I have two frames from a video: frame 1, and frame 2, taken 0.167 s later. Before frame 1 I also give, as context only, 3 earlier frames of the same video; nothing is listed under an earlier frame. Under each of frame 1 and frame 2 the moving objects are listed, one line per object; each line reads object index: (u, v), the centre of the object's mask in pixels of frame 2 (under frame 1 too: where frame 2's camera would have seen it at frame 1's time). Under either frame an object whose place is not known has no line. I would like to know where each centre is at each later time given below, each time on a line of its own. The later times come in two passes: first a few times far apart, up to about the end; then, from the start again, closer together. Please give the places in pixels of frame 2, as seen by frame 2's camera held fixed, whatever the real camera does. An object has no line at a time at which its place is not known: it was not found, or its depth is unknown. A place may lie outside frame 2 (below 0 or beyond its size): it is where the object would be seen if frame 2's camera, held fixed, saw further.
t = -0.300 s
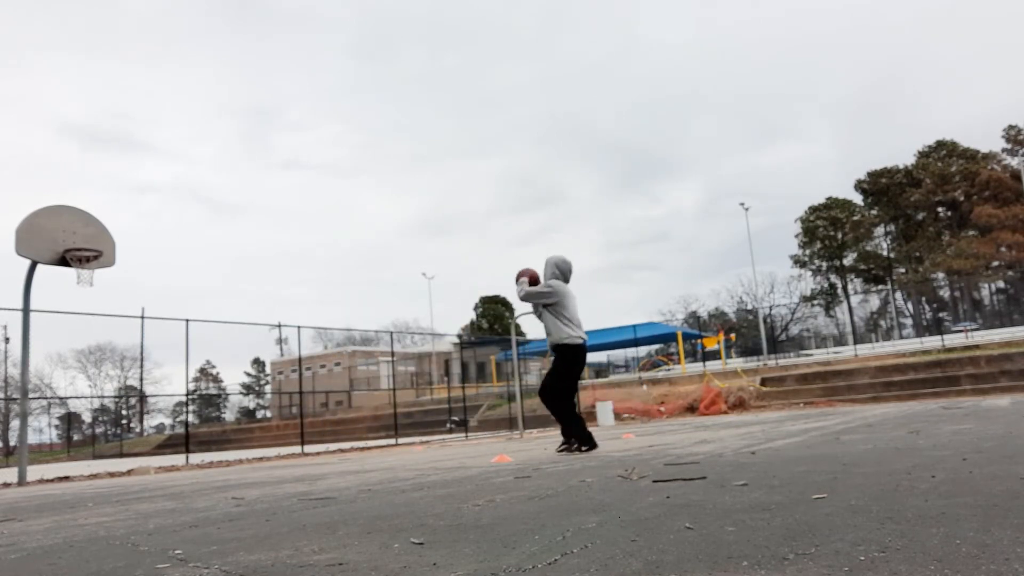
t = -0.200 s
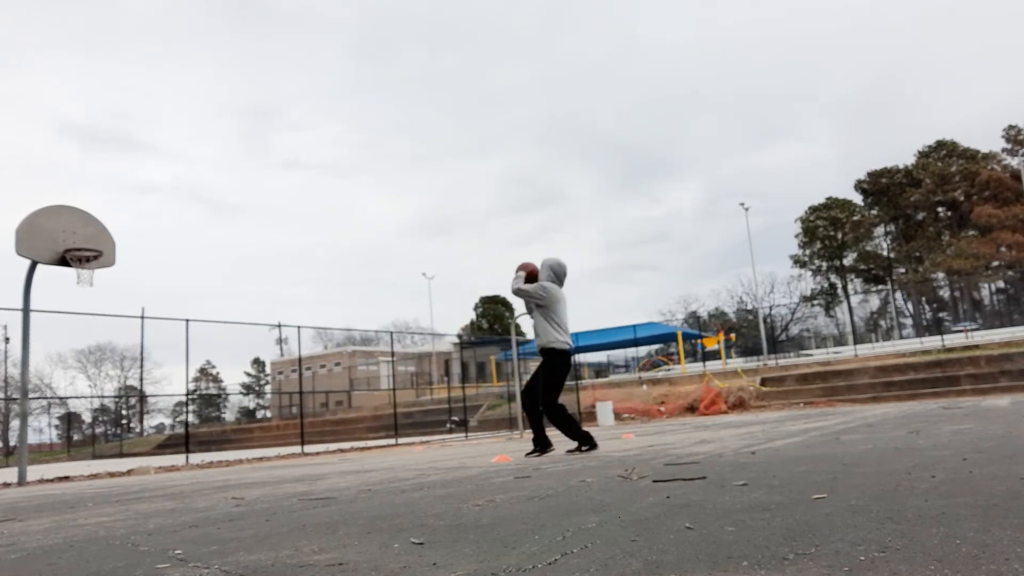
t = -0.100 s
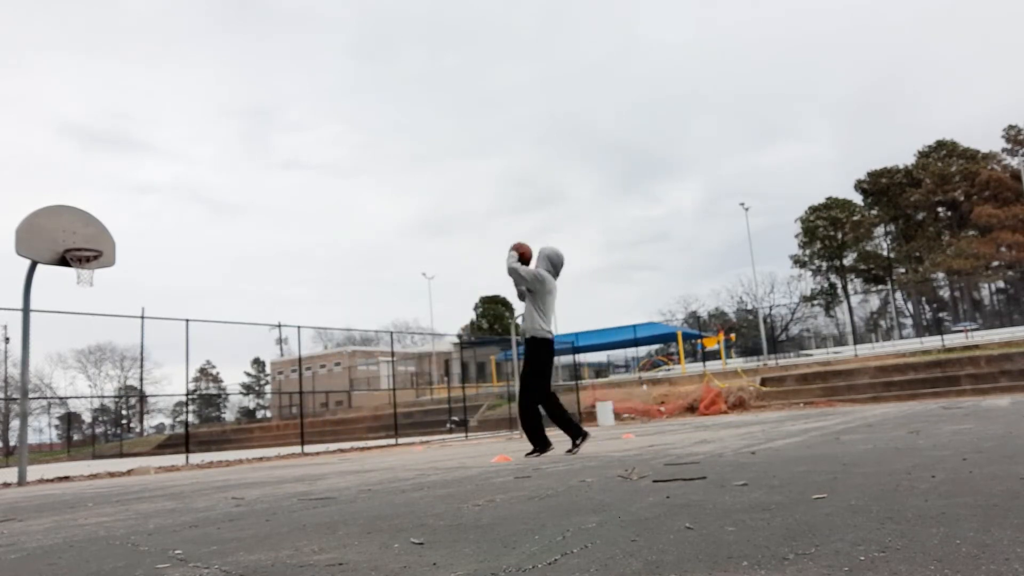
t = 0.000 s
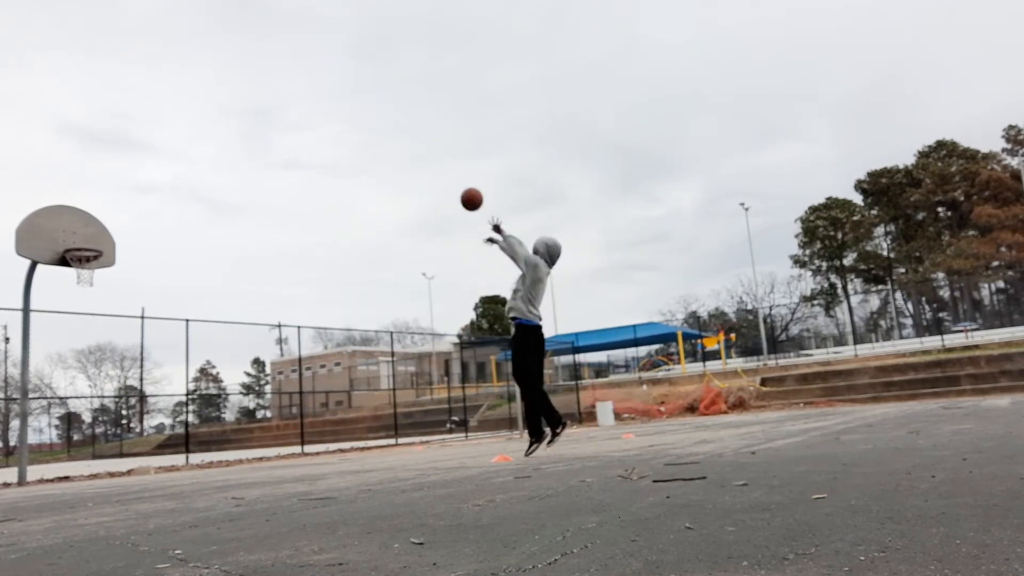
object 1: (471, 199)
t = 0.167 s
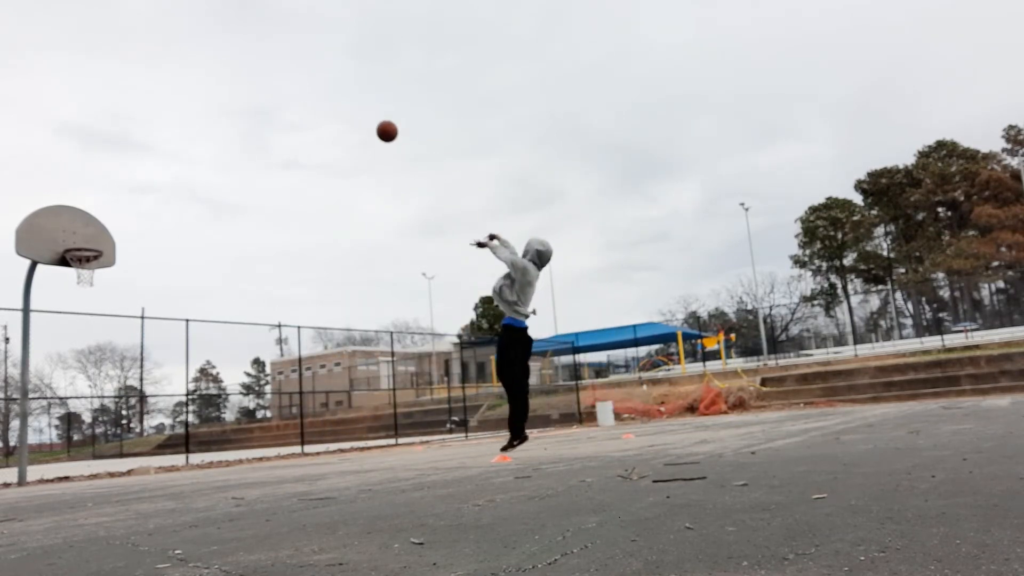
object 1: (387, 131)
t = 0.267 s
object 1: (343, 107)
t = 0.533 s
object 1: (246, 90)
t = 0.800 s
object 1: (166, 125)
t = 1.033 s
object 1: (107, 191)
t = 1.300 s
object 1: (80, 220)
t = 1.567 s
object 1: (100, 189)
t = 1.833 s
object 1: (119, 209)
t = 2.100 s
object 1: (140, 282)
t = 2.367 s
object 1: (163, 416)
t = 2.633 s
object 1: (171, 382)
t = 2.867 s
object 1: (170, 318)
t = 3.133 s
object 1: (169, 302)
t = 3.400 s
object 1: (168, 345)
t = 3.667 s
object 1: (168, 447)
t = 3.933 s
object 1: (167, 398)
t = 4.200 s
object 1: (167, 371)
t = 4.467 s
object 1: (167, 407)
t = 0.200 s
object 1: (372, 122)
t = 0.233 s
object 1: (357, 114)
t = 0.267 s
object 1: (343, 107)
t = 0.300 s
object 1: (330, 101)
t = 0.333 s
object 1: (317, 97)
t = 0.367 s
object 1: (304, 93)
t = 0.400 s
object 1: (292, 91)
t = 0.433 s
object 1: (280, 89)
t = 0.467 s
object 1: (268, 89)
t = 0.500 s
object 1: (257, 89)
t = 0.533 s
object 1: (246, 90)
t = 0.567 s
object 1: (235, 92)
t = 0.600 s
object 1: (224, 94)
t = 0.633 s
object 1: (214, 98)
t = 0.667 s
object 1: (204, 102)
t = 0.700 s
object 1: (194, 107)
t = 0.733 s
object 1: (185, 112)
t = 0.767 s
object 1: (176, 118)
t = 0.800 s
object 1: (166, 125)
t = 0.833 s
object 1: (157, 133)
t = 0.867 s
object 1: (148, 141)
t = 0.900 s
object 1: (140, 150)
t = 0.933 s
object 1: (131, 159)
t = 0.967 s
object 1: (123, 169)
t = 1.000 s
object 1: (115, 180)
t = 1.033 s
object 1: (107, 191)
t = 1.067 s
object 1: (99, 203)
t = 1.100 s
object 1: (90, 216)
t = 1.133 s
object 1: (83, 229)
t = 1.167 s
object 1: (75, 242)
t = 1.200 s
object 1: (71, 243)
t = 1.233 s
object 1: (75, 235)
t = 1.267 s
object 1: (77, 227)
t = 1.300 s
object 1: (80, 220)
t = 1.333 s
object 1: (82, 214)
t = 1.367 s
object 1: (85, 208)
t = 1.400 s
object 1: (88, 203)
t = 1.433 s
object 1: (90, 199)
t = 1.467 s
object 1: (93, 195)
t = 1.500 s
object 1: (95, 193)
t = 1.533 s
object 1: (97, 191)
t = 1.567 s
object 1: (100, 189)
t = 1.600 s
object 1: (102, 189)
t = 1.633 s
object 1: (105, 190)
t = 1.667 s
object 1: (107, 191)
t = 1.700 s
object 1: (109, 193)
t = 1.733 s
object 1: (112, 196)
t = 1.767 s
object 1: (114, 199)
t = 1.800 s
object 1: (117, 204)
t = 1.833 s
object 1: (119, 209)
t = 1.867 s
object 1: (122, 215)
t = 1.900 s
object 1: (124, 222)
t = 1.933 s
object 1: (127, 230)
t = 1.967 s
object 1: (129, 238)
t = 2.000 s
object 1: (132, 248)
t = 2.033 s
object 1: (134, 258)
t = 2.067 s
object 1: (137, 269)
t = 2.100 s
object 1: (140, 282)
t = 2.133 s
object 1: (142, 295)
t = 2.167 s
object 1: (145, 309)
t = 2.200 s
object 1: (148, 324)
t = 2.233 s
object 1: (151, 340)
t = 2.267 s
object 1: (154, 357)
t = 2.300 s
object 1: (157, 376)
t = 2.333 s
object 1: (160, 395)
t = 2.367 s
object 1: (163, 416)
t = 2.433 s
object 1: (170, 460)
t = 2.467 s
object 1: (171, 459)
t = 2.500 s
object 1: (172, 443)
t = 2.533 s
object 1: (172, 426)
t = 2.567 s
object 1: (171, 410)
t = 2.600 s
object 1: (171, 396)
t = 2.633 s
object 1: (171, 382)
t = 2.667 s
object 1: (171, 370)
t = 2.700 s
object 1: (171, 359)
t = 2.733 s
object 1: (171, 349)
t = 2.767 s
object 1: (171, 339)
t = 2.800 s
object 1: (170, 331)
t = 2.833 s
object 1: (170, 324)
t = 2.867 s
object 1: (170, 318)
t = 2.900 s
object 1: (170, 313)
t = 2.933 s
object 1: (170, 309)
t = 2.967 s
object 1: (170, 305)
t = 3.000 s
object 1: (170, 303)
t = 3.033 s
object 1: (169, 301)
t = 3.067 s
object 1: (169, 301)
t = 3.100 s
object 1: (169, 301)
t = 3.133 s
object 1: (169, 302)
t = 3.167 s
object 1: (169, 304)
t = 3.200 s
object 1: (169, 308)
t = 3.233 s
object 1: (169, 311)
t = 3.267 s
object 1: (169, 316)
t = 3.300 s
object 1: (169, 322)
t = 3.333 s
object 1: (168, 329)
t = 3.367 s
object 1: (168, 337)
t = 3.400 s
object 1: (168, 345)
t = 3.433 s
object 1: (168, 355)
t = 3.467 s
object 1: (168, 365)
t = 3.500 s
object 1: (168, 376)
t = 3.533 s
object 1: (168, 389)
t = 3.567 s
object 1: (168, 403)
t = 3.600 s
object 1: (168, 417)
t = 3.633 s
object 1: (167, 432)
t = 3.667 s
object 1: (168, 447)
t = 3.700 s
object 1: (167, 465)
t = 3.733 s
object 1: (167, 460)
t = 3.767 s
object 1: (167, 446)
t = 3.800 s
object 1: (167, 435)
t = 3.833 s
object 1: (167, 425)
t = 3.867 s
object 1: (167, 415)
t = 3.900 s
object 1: (167, 406)
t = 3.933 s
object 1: (167, 398)
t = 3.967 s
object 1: (167, 391)
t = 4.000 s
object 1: (167, 386)
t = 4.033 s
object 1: (167, 381)
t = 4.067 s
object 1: (167, 377)
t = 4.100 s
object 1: (167, 374)
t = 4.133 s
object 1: (167, 372)
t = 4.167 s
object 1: (167, 371)
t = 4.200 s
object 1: (167, 371)
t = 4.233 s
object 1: (167, 372)
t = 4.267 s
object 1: (167, 375)
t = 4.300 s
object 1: (166, 378)
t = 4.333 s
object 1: (166, 381)
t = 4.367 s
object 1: (166, 386)
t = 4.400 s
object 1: (166, 392)
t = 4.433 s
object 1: (166, 399)
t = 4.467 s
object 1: (167, 407)
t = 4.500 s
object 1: (167, 416)
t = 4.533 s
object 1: (167, 426)
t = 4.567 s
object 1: (167, 437)
